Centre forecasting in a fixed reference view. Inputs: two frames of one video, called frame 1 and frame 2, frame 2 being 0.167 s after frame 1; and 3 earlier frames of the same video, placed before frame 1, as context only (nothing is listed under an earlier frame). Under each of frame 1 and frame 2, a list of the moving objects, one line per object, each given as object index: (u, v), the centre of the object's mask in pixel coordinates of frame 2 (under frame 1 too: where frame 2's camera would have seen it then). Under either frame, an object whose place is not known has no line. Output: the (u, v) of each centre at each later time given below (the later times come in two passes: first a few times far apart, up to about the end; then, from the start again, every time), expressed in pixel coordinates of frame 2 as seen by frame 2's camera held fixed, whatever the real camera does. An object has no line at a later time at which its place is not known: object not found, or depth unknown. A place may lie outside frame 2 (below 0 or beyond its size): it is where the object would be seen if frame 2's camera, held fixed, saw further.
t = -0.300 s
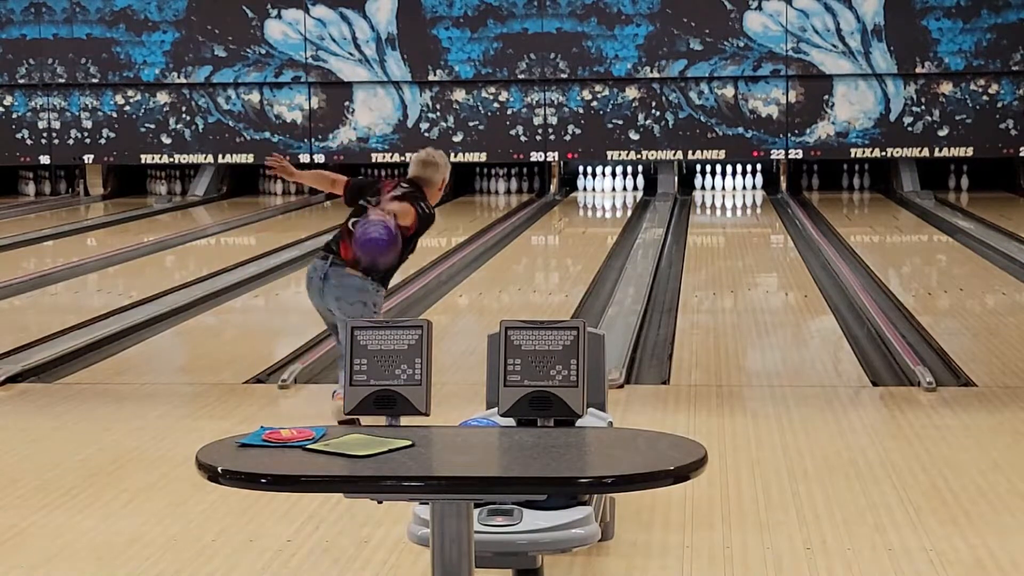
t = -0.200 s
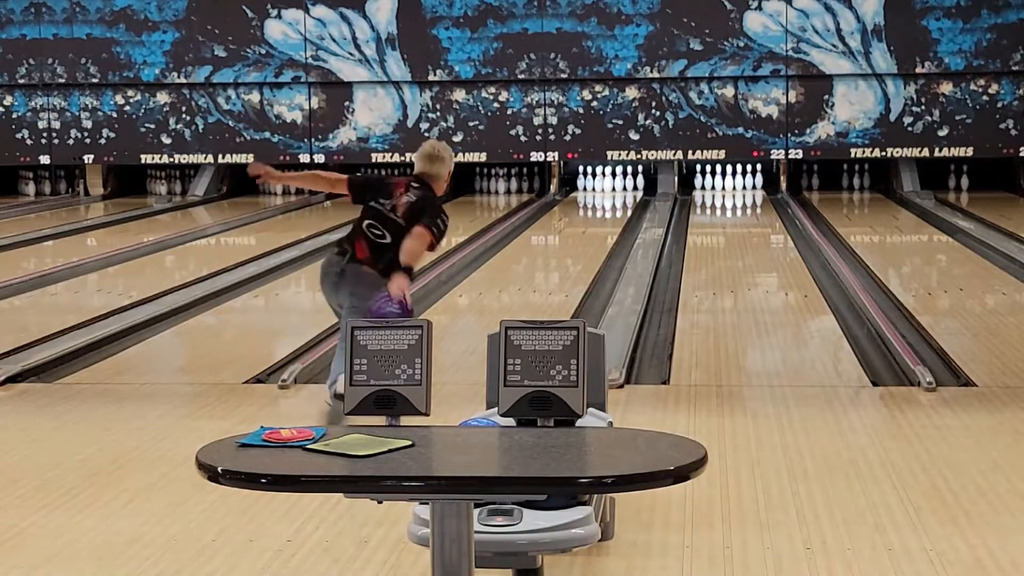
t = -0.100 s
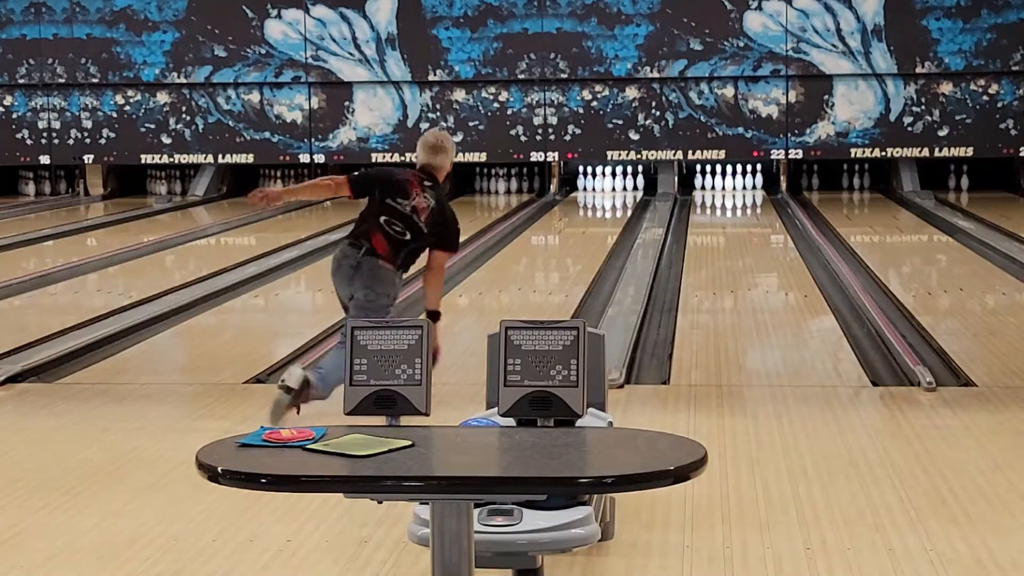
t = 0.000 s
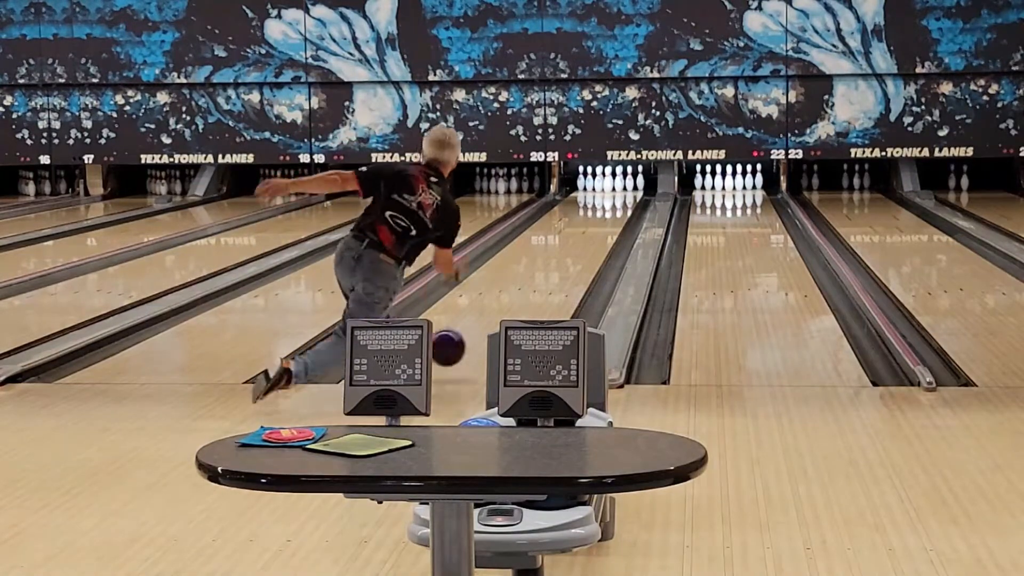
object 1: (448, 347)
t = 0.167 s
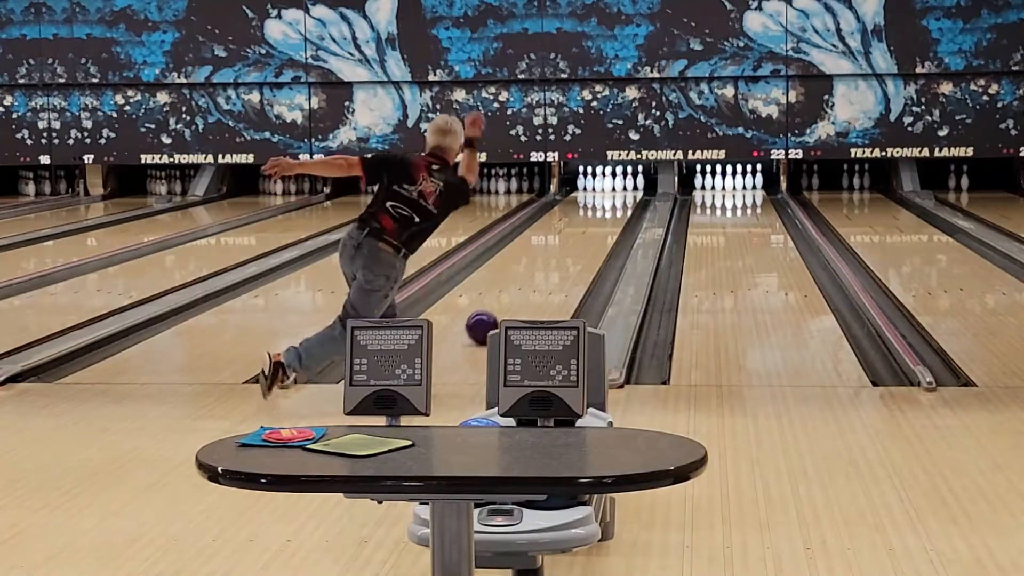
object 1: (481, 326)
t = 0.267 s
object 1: (499, 309)
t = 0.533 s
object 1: (536, 277)
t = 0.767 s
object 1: (560, 255)
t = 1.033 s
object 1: (579, 236)
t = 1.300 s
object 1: (594, 220)
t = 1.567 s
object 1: (604, 208)
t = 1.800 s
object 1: (610, 199)
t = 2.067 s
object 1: (613, 191)
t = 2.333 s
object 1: (614, 185)
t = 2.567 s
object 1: (615, 183)
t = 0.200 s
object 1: (487, 320)
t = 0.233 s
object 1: (493, 314)
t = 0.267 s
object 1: (499, 309)
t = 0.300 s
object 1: (505, 305)
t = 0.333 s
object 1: (510, 301)
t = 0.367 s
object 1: (515, 297)
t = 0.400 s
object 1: (520, 292)
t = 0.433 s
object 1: (524, 288)
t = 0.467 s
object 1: (528, 284)
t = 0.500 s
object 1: (532, 280)
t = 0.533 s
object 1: (536, 277)
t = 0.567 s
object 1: (540, 273)
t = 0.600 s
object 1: (544, 270)
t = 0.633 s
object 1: (547, 267)
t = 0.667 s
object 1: (550, 264)
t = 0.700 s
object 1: (554, 260)
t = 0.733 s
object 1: (557, 257)
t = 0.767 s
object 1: (560, 255)
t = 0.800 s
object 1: (562, 252)
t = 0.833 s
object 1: (565, 250)
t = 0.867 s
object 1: (568, 247)
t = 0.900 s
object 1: (570, 245)
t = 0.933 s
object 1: (573, 242)
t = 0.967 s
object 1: (575, 240)
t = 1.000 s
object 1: (577, 238)
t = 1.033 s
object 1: (579, 236)
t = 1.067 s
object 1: (581, 234)
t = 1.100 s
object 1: (583, 231)
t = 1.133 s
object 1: (585, 230)
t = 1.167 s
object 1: (587, 228)
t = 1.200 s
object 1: (589, 226)
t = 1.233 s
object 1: (591, 224)
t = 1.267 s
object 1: (592, 222)
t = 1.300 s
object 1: (594, 220)
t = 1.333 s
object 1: (595, 219)
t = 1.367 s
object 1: (597, 217)
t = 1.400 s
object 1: (598, 215)
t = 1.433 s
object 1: (599, 214)
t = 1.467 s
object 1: (600, 212)
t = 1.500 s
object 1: (602, 211)
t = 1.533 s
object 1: (603, 209)
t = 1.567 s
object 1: (604, 208)
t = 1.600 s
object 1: (605, 206)
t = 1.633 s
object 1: (606, 205)
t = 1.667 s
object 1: (607, 204)
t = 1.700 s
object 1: (608, 203)
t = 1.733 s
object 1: (609, 201)
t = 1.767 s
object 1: (610, 200)
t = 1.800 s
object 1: (610, 199)
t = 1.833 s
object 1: (611, 198)
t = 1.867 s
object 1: (611, 197)
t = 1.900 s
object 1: (612, 196)
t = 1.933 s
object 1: (612, 195)
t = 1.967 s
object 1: (612, 194)
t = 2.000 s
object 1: (612, 193)
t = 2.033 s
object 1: (613, 192)
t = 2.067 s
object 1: (613, 191)
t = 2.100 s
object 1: (613, 191)
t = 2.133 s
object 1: (613, 190)
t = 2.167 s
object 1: (613, 189)
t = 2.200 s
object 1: (612, 188)
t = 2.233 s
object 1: (612, 187)
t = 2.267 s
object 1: (612, 186)
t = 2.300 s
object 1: (614, 186)
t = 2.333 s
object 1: (614, 185)
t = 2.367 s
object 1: (614, 185)
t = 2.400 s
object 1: (614, 185)
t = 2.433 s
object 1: (615, 184)
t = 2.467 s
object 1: (616, 184)
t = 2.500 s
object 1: (616, 184)
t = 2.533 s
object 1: (615, 184)
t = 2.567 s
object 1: (615, 183)
